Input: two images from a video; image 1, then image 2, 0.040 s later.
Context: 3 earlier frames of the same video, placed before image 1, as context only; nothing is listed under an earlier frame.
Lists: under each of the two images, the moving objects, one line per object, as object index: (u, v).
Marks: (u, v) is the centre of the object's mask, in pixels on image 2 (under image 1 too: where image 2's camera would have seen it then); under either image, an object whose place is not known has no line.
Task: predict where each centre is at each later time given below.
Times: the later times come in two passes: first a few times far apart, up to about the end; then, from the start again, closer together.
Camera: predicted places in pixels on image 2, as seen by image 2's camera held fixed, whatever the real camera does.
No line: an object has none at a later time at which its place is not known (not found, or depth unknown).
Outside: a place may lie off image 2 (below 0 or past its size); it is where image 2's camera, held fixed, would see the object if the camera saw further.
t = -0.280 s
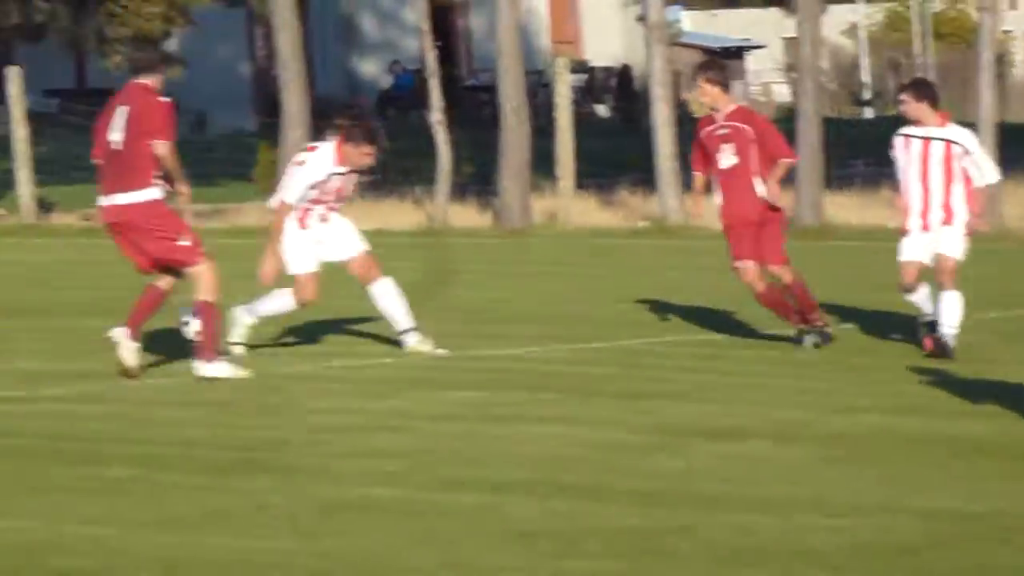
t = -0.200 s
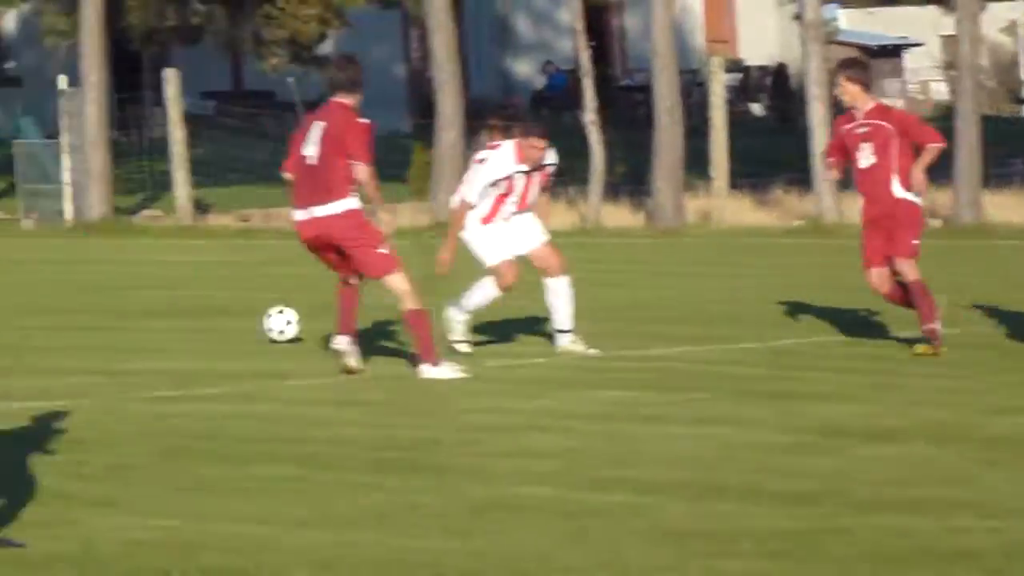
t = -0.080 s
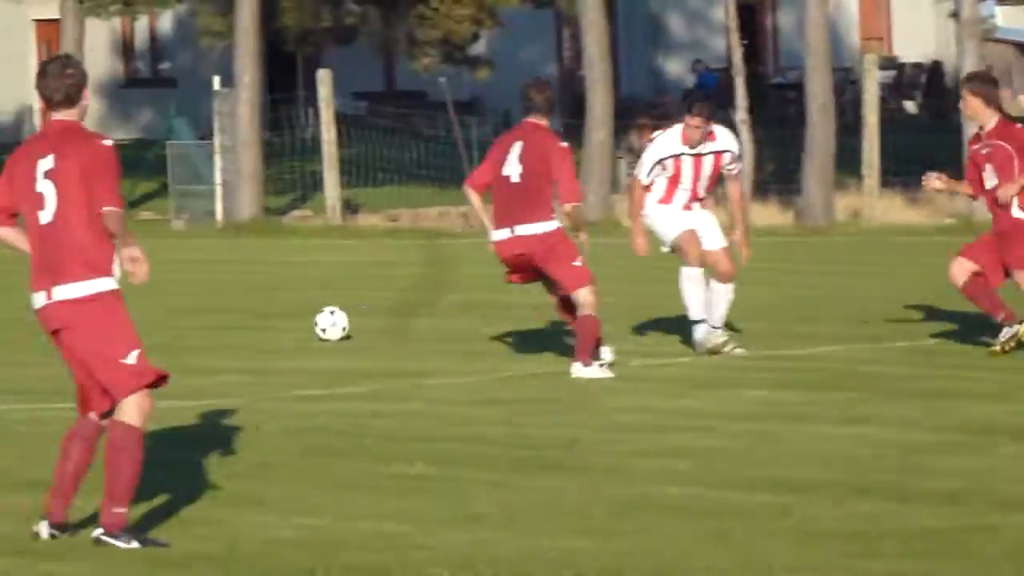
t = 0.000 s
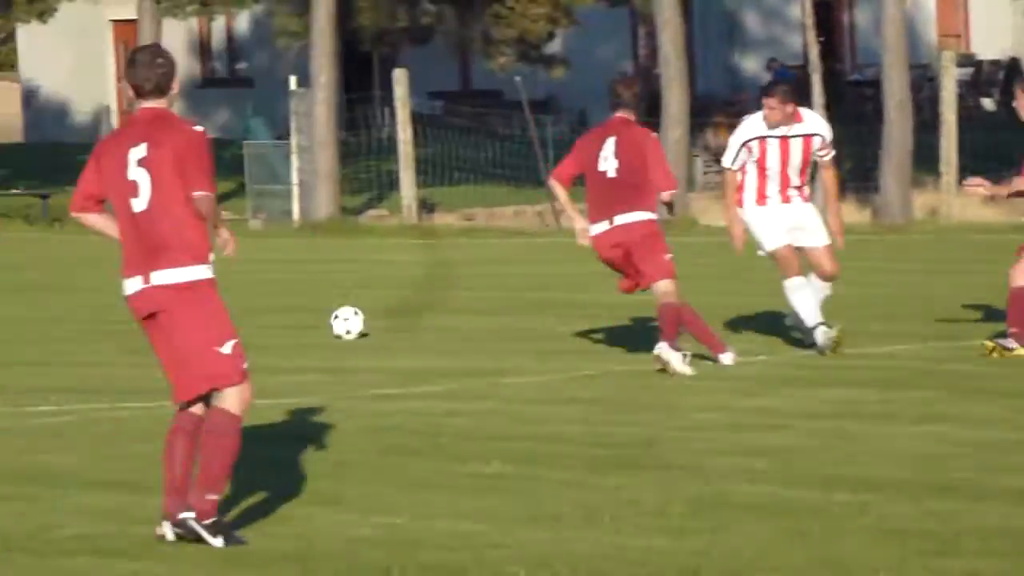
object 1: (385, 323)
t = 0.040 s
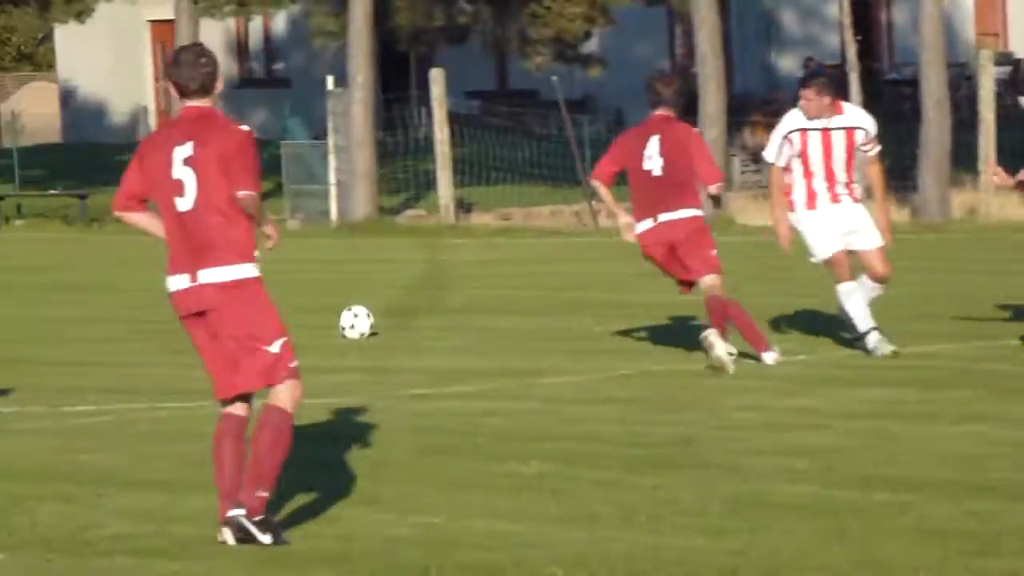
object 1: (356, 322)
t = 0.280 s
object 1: (192, 318)
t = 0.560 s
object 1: (18, 317)
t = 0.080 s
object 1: (328, 319)
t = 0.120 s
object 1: (304, 315)
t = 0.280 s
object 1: (192, 318)
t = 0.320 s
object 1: (168, 316)
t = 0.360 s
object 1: (141, 316)
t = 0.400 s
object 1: (117, 319)
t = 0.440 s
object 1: (92, 315)
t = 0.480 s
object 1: (66, 313)
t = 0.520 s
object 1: (42, 314)
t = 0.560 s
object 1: (18, 317)
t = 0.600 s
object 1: (-7, 319)
